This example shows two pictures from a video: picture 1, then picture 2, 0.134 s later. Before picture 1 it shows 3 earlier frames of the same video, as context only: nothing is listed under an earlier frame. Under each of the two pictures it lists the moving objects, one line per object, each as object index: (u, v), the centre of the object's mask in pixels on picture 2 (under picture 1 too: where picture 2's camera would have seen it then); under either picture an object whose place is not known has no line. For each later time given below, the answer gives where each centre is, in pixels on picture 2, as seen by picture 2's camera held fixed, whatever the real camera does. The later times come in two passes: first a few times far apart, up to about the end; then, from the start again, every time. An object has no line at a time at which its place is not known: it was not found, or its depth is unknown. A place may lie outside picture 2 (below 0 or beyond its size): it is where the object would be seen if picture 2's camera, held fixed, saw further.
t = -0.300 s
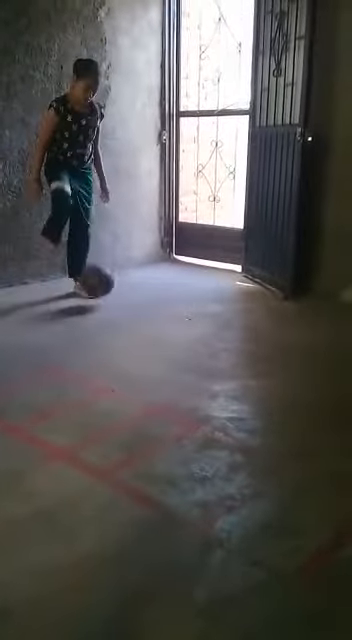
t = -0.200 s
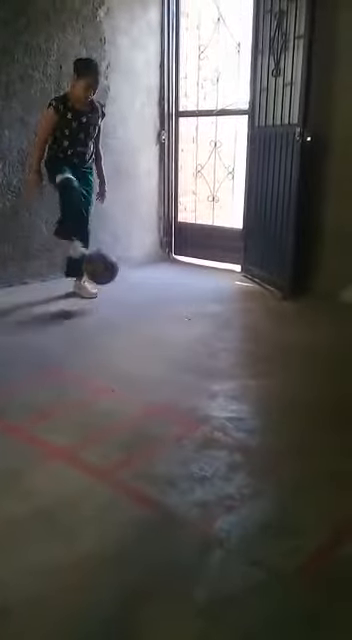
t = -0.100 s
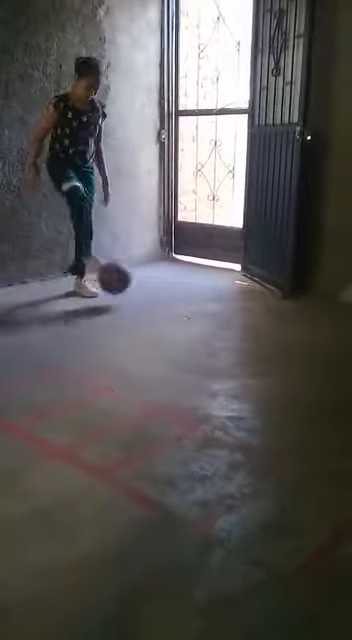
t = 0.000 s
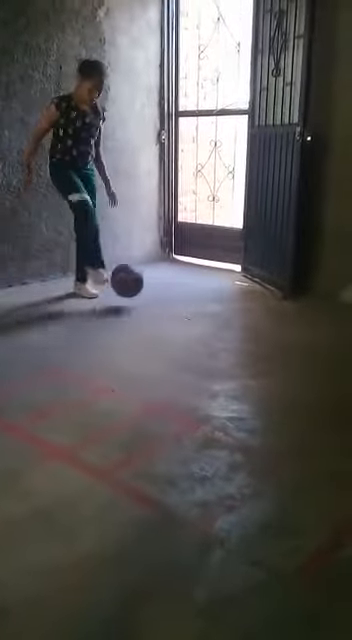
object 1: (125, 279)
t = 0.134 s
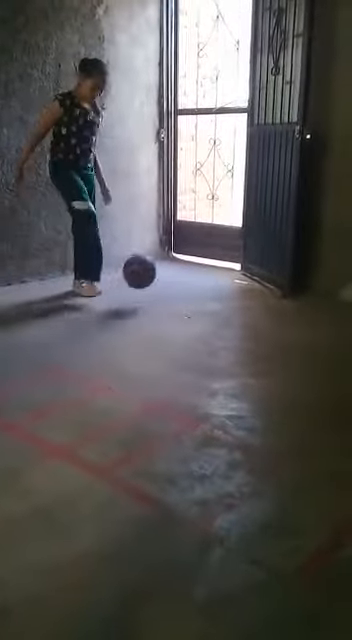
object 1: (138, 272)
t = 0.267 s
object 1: (152, 289)
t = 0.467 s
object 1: (173, 285)
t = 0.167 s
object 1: (142, 274)
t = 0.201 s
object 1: (145, 278)
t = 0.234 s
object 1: (148, 284)
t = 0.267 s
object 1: (152, 289)
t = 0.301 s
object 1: (156, 285)
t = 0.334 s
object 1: (160, 282)
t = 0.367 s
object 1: (163, 280)
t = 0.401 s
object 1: (167, 280)
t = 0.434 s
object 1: (170, 281)
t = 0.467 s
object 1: (173, 285)
